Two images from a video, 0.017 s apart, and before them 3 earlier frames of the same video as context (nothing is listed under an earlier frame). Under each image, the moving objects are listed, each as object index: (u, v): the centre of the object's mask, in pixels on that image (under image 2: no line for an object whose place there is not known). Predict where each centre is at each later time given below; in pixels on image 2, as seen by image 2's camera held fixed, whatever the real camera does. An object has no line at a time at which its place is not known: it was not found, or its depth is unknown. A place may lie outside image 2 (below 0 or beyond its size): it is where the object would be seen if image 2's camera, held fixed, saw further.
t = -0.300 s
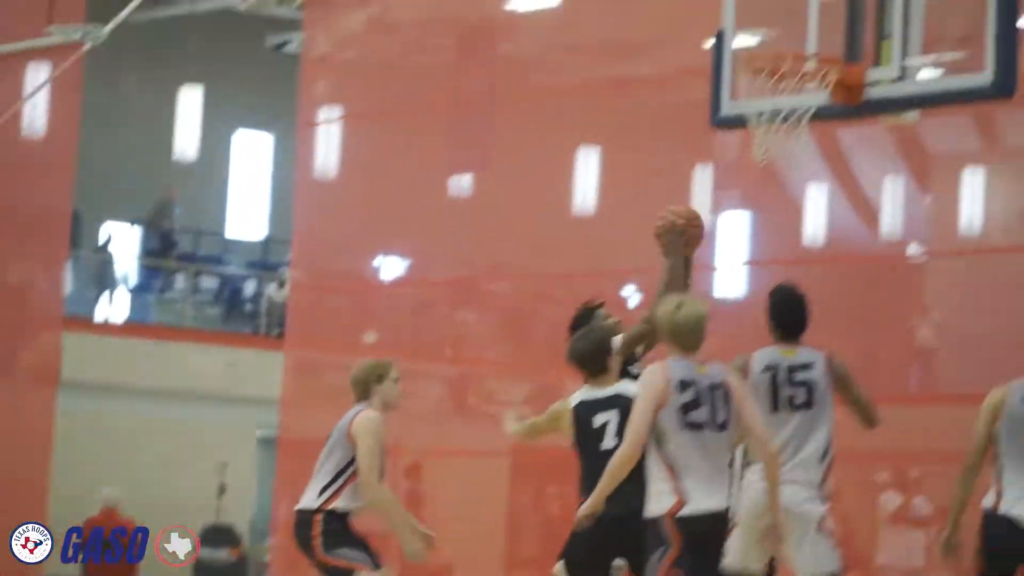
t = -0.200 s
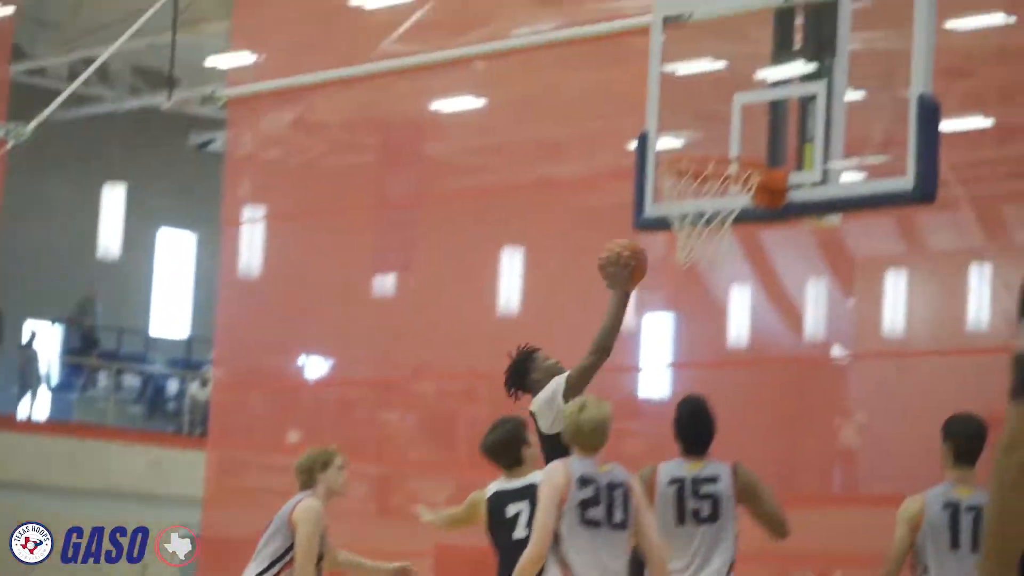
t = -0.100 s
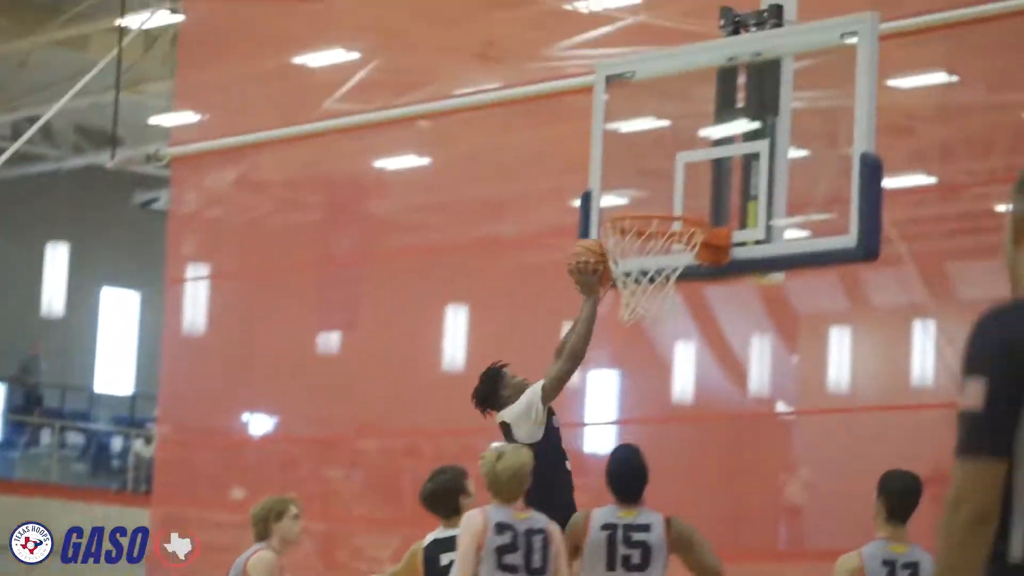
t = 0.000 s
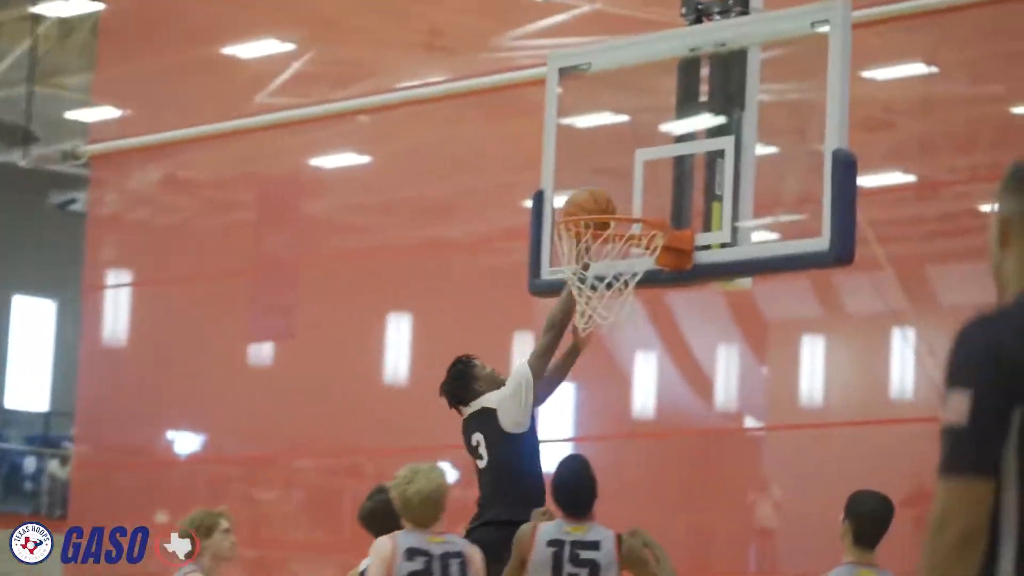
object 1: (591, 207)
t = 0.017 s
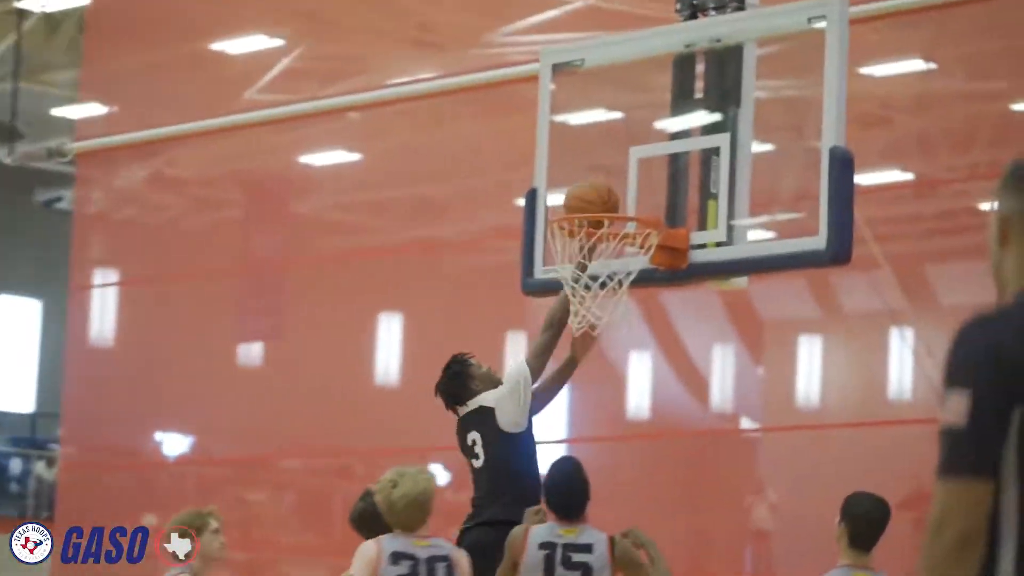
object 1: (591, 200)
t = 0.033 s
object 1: (600, 195)
